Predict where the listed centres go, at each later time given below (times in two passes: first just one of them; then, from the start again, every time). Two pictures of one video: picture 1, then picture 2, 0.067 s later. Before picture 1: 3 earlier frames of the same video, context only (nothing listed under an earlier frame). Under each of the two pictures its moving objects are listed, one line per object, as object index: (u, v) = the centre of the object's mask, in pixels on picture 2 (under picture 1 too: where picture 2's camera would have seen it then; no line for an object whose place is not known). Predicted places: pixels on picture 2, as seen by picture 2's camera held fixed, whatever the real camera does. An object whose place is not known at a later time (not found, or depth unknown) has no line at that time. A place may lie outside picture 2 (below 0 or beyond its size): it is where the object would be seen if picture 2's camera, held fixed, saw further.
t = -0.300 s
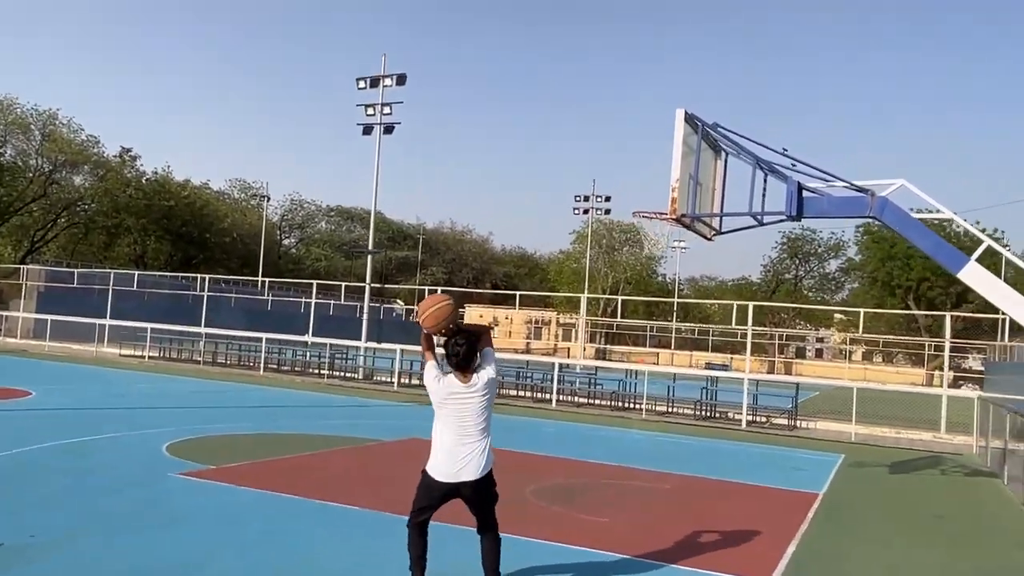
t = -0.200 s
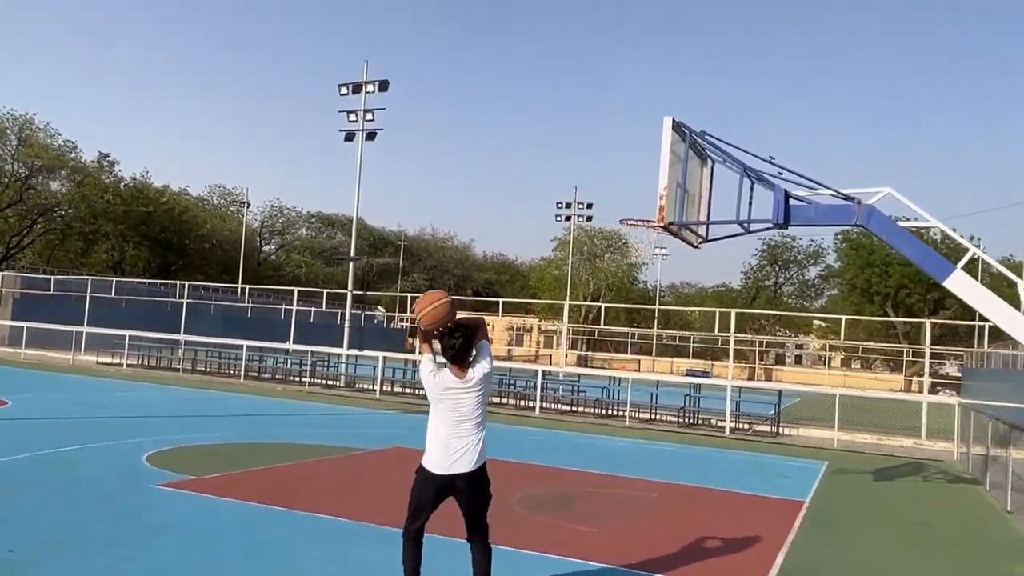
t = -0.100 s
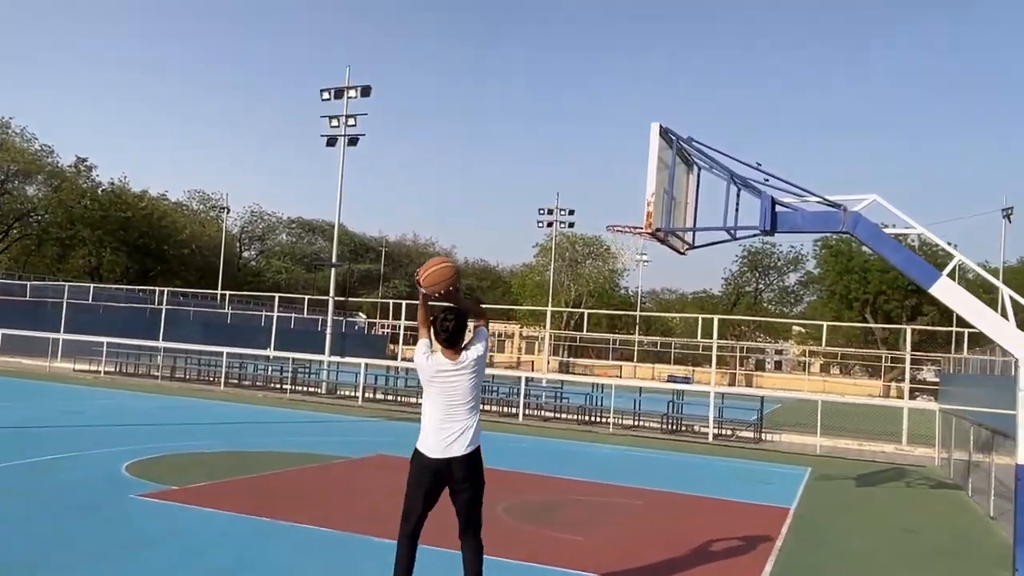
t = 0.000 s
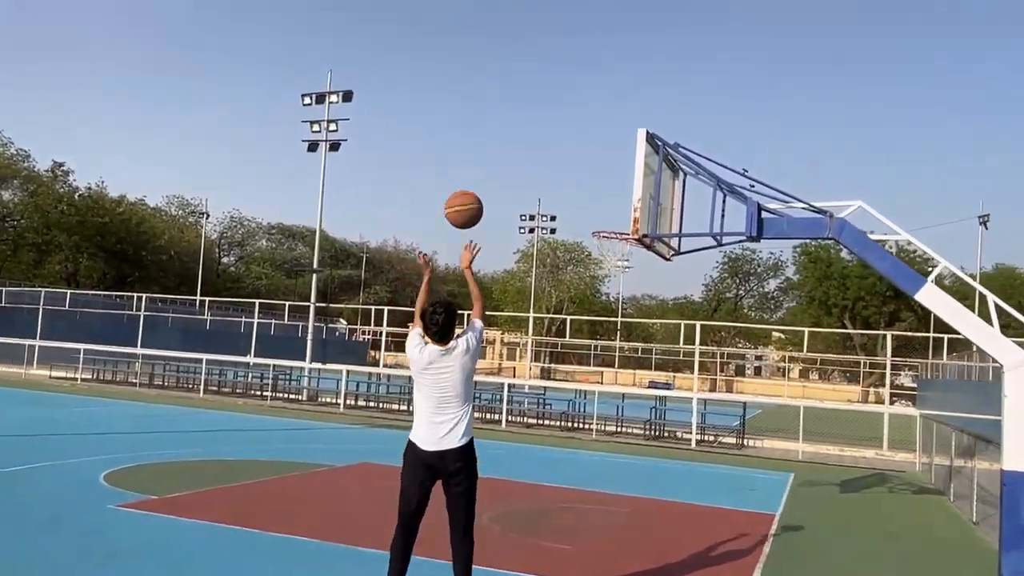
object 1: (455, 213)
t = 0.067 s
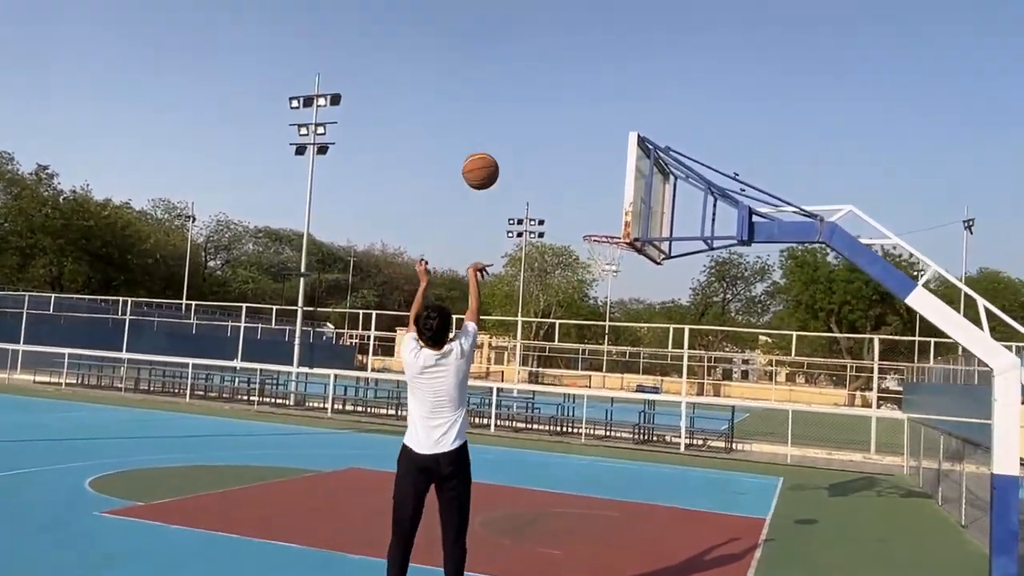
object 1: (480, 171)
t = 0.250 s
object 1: (537, 107)
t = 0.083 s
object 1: (486, 162)
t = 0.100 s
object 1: (492, 154)
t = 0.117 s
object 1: (498, 147)
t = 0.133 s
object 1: (503, 140)
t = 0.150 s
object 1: (508, 134)
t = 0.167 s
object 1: (514, 128)
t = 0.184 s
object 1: (519, 123)
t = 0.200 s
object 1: (523, 118)
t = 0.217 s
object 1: (528, 113)
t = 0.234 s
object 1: (533, 110)
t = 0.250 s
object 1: (537, 107)
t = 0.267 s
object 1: (541, 104)
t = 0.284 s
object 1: (545, 101)
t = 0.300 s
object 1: (549, 99)
